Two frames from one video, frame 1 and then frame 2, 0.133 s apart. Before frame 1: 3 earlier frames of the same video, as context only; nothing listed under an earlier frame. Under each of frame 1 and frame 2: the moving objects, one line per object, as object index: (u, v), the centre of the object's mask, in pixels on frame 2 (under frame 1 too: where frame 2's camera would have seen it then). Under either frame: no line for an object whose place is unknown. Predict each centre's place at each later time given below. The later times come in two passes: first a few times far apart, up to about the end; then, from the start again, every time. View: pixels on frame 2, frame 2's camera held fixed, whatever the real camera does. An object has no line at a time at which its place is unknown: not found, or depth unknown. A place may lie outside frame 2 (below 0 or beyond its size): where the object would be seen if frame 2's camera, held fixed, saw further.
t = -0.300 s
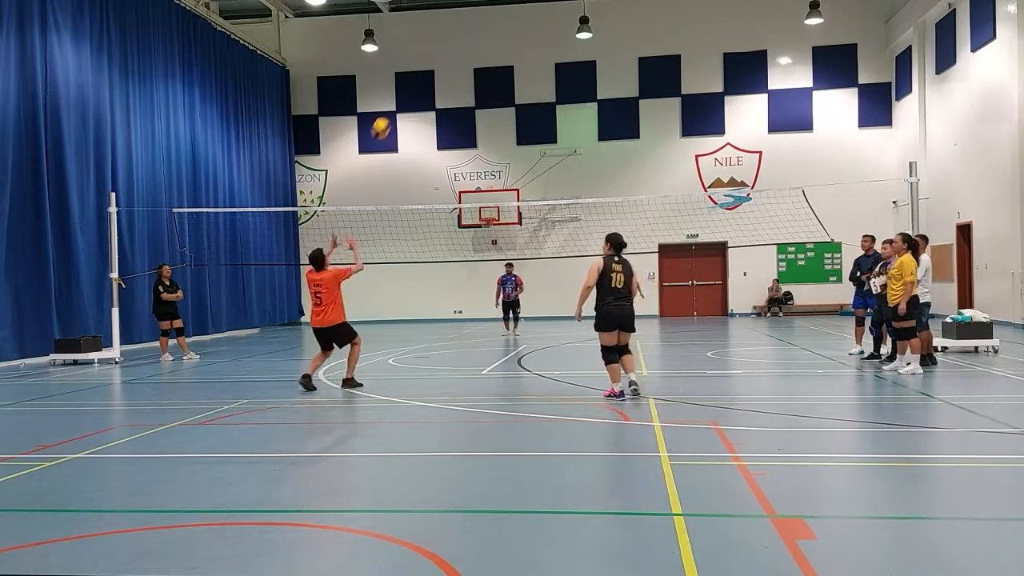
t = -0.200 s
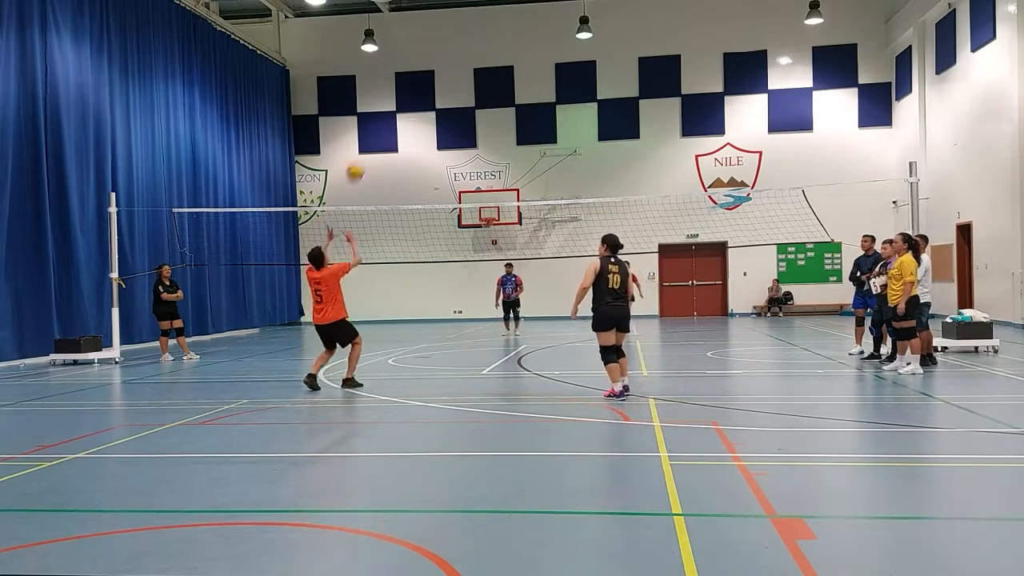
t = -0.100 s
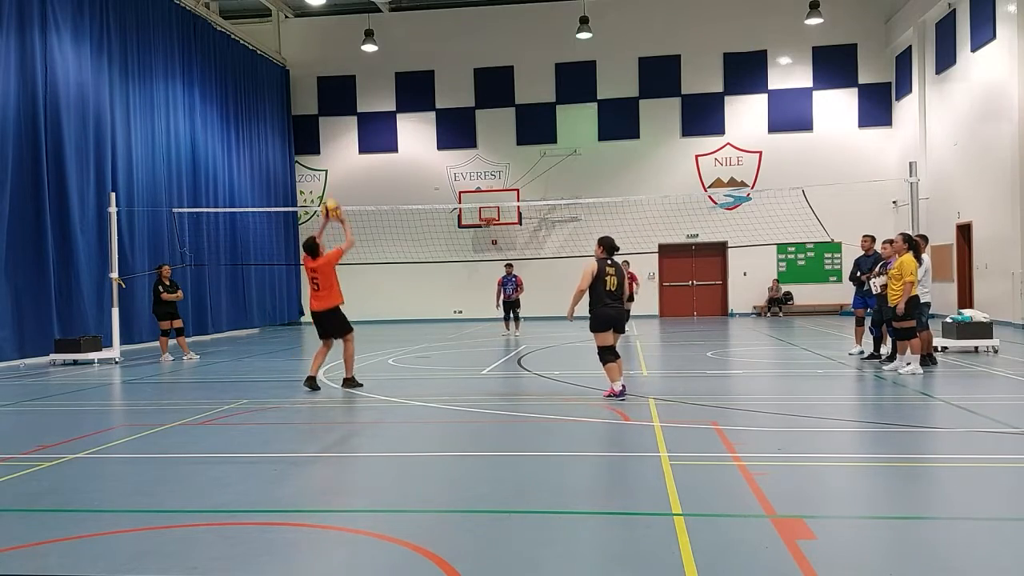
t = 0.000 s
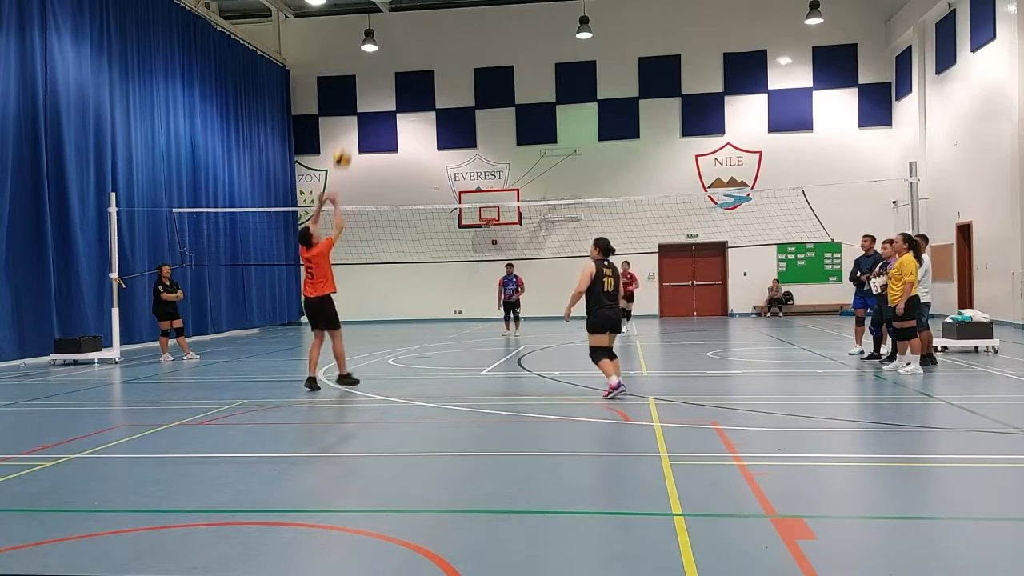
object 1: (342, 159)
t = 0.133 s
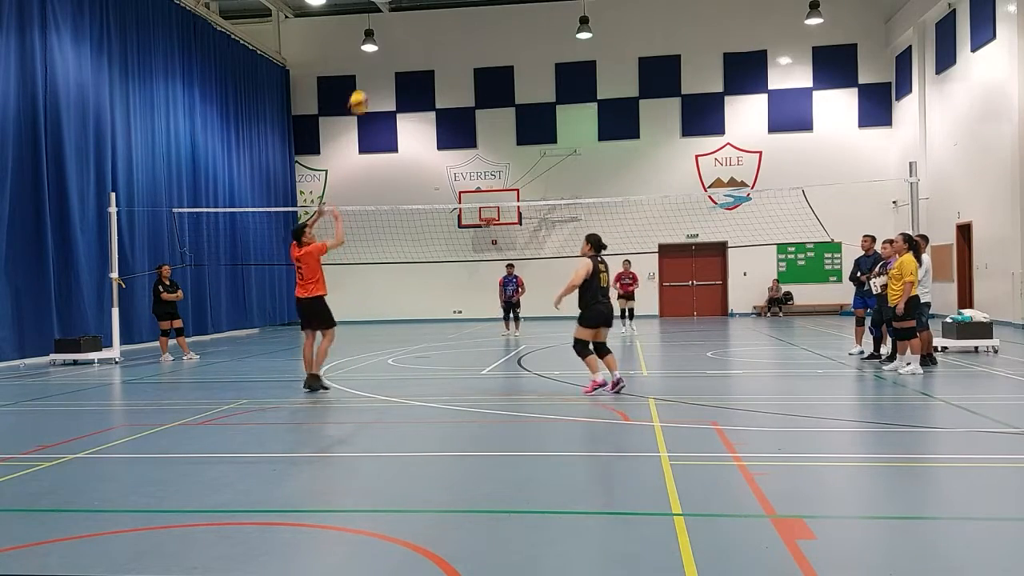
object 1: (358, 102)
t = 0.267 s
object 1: (375, 63)
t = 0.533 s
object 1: (410, 34)
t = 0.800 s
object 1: (446, 67)
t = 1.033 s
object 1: (477, 150)
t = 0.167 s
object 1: (362, 91)
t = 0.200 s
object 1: (367, 80)
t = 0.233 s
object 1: (371, 70)
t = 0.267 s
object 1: (375, 63)
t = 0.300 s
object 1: (380, 56)
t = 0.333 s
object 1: (384, 49)
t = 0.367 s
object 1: (388, 44)
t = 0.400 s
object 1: (393, 40)
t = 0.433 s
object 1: (397, 37)
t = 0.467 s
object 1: (401, 35)
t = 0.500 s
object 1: (405, 34)
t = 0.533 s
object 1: (410, 34)
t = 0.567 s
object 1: (414, 35)
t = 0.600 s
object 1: (419, 36)
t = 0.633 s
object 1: (423, 39)
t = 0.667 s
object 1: (428, 42)
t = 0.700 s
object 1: (432, 47)
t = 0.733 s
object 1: (437, 53)
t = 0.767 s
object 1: (442, 59)
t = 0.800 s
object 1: (446, 67)
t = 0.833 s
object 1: (450, 77)
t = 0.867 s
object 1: (454, 86)
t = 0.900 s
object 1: (459, 98)
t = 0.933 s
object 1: (464, 110)
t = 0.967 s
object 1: (468, 122)
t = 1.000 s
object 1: (472, 135)
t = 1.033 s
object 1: (477, 150)
